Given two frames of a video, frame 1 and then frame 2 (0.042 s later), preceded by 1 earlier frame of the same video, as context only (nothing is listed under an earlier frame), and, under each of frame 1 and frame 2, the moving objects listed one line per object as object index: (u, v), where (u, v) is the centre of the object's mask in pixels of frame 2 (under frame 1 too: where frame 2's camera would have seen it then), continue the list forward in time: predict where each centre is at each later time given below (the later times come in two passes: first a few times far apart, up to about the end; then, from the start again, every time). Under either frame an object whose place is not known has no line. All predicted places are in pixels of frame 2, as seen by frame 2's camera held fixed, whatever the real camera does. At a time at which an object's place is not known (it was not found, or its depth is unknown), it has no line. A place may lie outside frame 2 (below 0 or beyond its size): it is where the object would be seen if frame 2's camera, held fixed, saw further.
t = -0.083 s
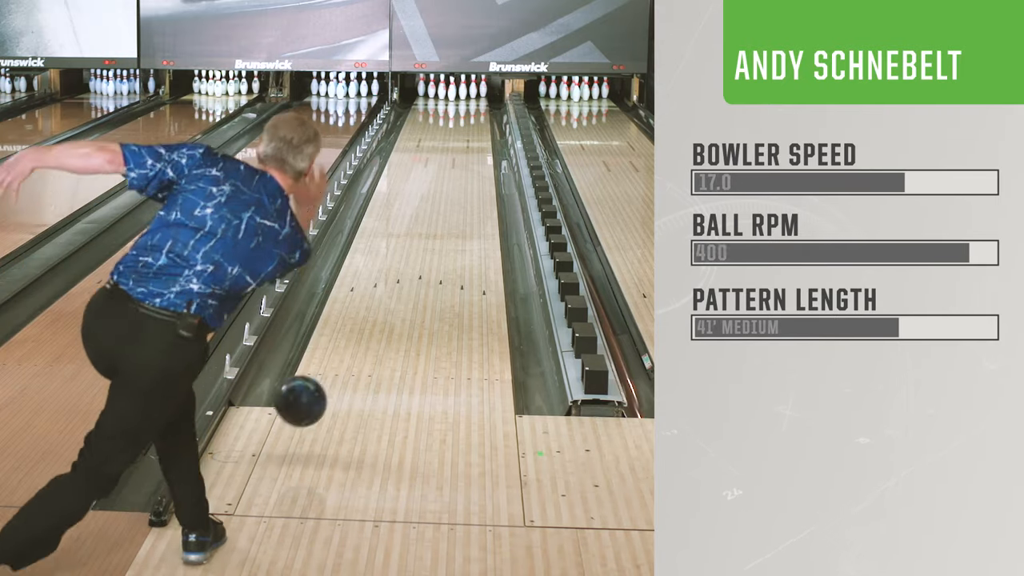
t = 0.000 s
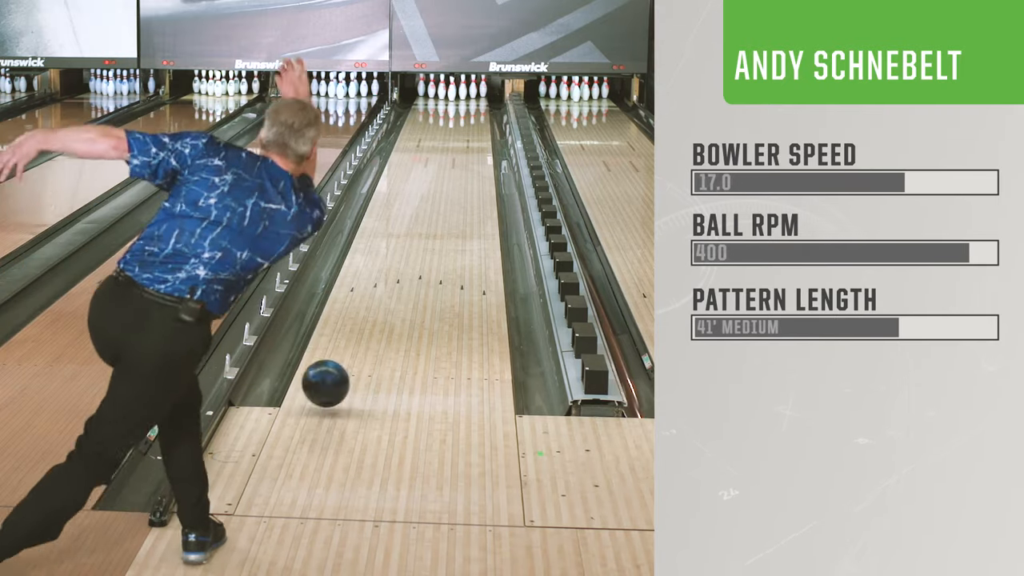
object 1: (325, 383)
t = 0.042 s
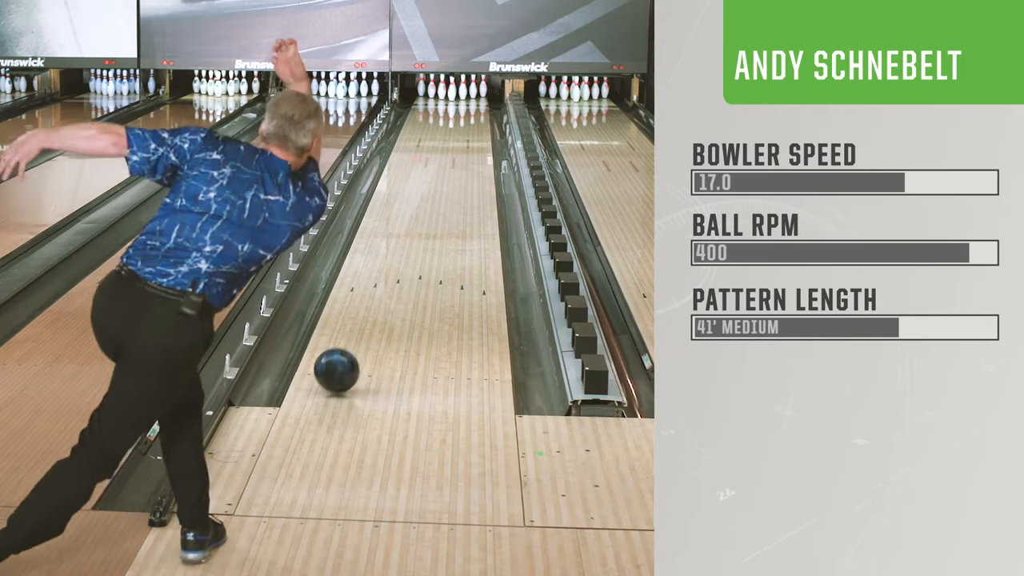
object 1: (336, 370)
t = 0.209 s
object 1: (372, 312)
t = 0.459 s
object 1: (408, 248)
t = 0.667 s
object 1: (429, 211)
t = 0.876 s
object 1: (444, 182)
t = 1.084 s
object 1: (456, 159)
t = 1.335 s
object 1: (465, 137)
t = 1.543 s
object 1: (471, 123)
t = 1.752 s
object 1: (471, 111)
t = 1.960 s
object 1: (466, 101)
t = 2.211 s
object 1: (459, 92)
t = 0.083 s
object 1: (346, 353)
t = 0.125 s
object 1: (356, 339)
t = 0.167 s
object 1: (364, 325)
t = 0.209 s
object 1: (372, 312)
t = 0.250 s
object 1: (379, 299)
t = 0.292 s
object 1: (386, 288)
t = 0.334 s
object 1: (392, 277)
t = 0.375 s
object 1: (397, 267)
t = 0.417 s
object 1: (403, 257)
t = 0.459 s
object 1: (408, 248)
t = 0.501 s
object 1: (413, 240)
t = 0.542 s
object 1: (417, 232)
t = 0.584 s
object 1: (421, 225)
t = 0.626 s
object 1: (425, 218)
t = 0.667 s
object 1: (429, 211)
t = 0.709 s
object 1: (432, 204)
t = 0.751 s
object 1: (435, 198)
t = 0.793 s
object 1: (438, 192)
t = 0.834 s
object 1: (441, 187)
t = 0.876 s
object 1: (444, 182)
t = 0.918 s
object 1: (447, 177)
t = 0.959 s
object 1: (449, 172)
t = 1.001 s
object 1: (451, 167)
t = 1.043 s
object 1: (453, 163)
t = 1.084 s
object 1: (456, 159)
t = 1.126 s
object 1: (457, 155)
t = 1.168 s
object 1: (459, 151)
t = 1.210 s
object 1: (461, 147)
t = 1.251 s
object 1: (462, 144)
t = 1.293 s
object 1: (464, 141)
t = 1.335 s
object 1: (465, 137)
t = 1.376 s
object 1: (467, 135)
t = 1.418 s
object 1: (468, 131)
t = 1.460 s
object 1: (469, 128)
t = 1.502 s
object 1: (470, 126)
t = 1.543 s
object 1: (471, 123)
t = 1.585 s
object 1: (471, 120)
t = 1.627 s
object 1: (471, 118)
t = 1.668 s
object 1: (471, 116)
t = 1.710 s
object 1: (471, 113)
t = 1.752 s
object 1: (471, 111)
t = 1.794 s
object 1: (470, 109)
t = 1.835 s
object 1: (469, 107)
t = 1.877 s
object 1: (468, 105)
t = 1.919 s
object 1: (467, 103)
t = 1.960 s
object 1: (466, 101)
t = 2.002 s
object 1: (464, 99)
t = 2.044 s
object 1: (463, 98)
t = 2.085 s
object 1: (461, 97)
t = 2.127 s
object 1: (459, 95)
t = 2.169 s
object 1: (460, 93)
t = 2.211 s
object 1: (459, 92)
